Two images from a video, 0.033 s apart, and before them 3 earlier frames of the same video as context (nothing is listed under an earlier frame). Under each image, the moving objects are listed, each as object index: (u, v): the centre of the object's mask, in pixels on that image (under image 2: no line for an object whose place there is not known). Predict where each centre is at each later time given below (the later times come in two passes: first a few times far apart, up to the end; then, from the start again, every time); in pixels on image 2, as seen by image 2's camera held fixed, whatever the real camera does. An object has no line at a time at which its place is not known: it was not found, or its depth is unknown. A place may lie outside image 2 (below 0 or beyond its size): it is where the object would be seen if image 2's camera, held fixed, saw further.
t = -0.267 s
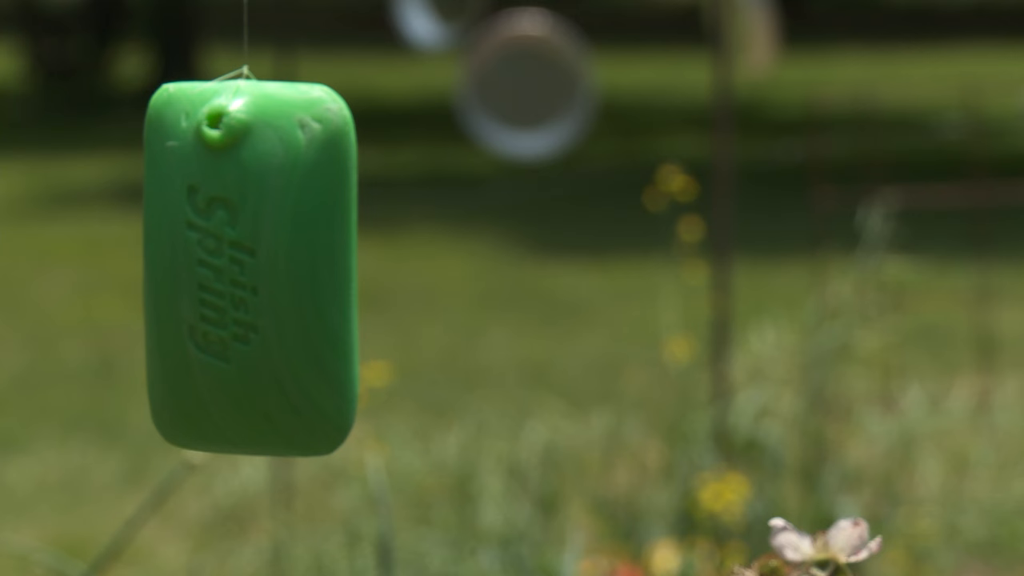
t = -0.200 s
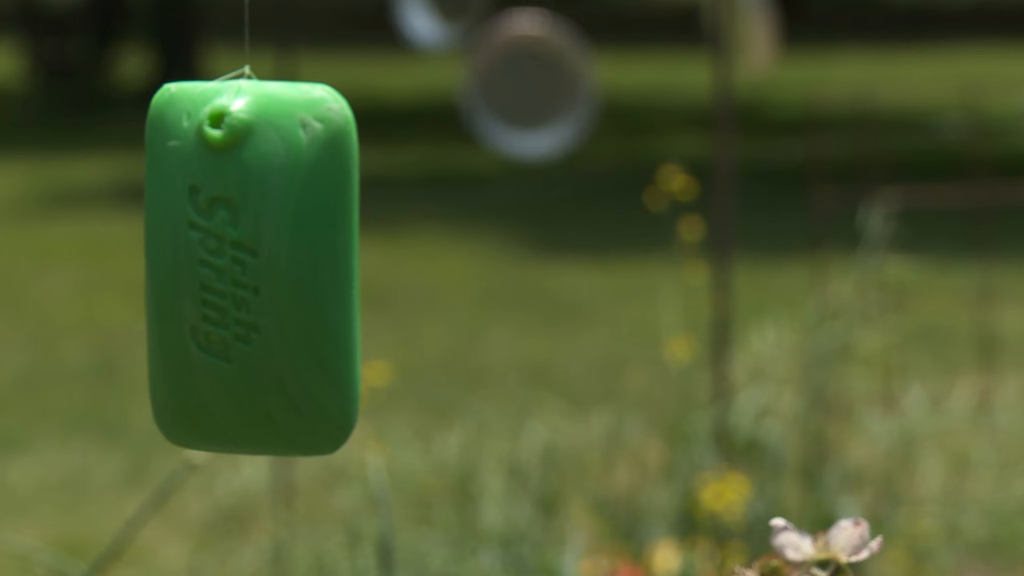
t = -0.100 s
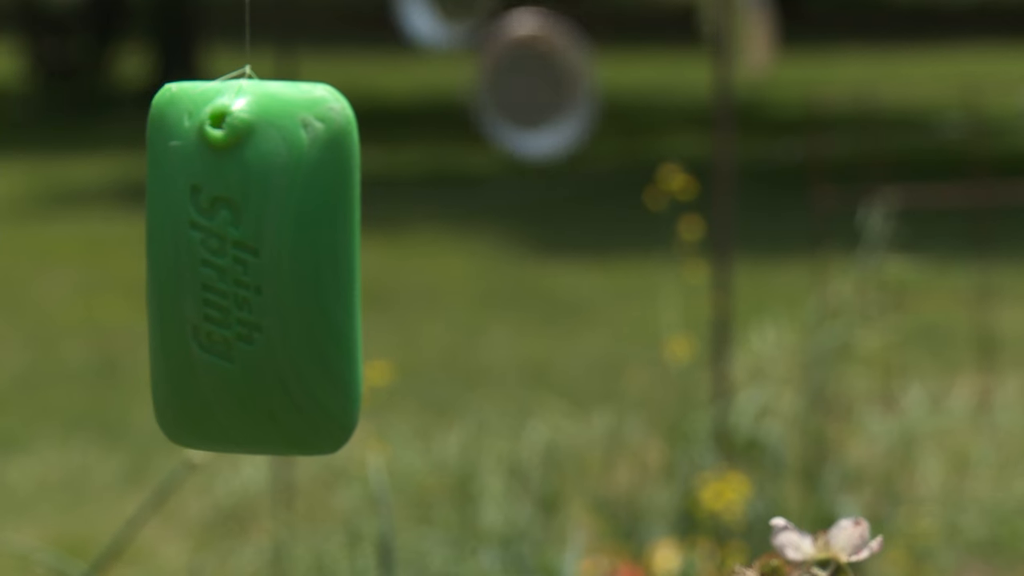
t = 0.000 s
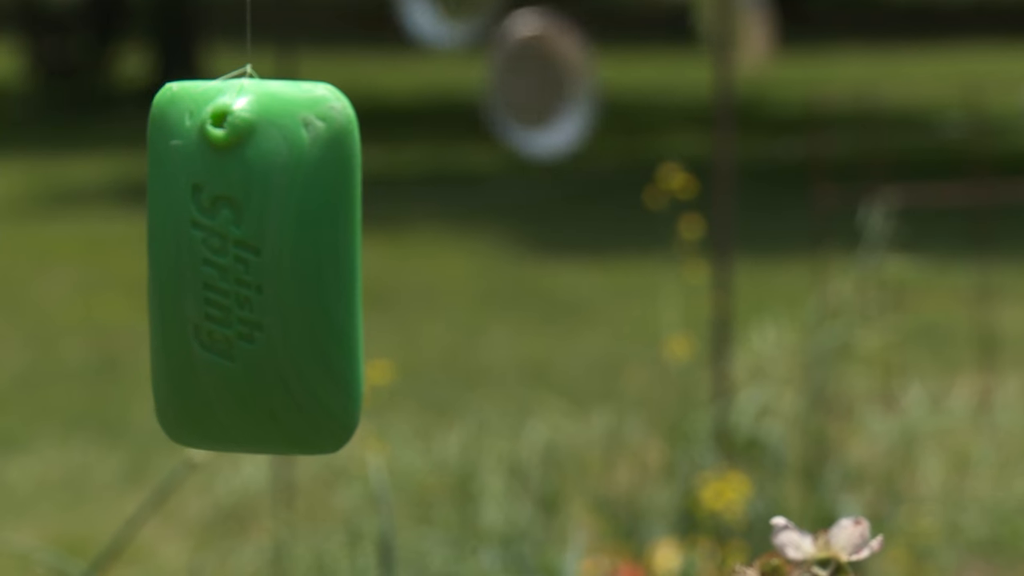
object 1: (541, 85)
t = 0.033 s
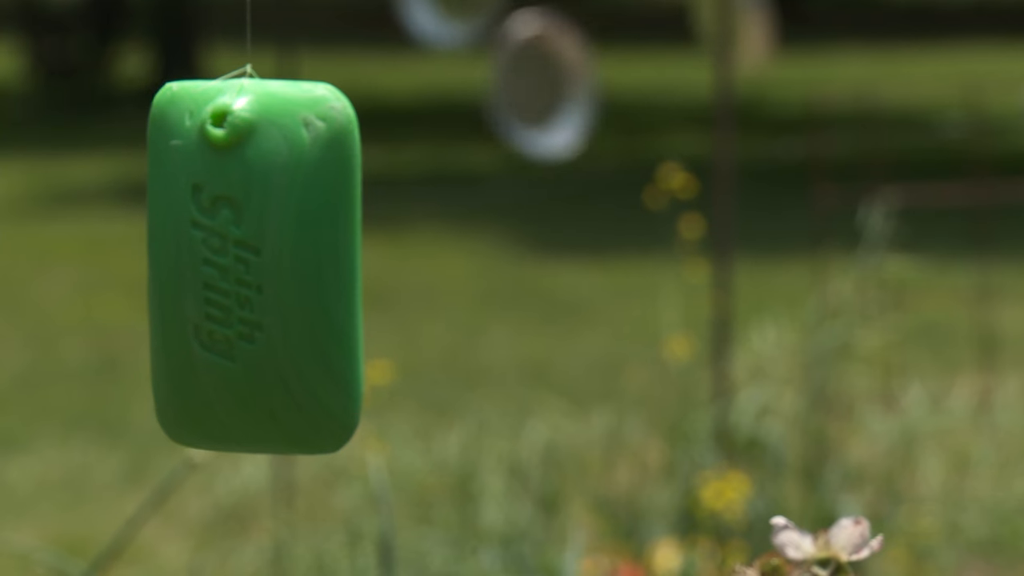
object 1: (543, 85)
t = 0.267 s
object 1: (550, 85)
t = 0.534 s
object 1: (547, 82)
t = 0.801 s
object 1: (549, 80)
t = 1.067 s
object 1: (550, 84)
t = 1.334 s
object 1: (556, 85)
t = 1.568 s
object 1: (563, 86)
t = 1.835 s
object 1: (569, 84)
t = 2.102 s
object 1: (571, 82)
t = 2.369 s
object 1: (561, 90)
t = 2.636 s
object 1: (541, 86)
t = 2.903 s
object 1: (530, 85)
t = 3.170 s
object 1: (530, 86)
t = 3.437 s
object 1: (542, 85)
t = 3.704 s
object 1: (562, 84)
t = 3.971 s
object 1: (581, 84)
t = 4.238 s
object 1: (596, 84)
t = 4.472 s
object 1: (599, 83)
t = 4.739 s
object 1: (593, 84)
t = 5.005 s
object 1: (577, 86)
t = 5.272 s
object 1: (555, 87)
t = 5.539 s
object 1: (536, 87)
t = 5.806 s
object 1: (526, 89)
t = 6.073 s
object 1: (529, 92)
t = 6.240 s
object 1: (535, 90)
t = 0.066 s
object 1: (544, 86)
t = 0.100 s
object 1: (545, 86)
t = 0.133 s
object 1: (547, 86)
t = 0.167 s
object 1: (548, 86)
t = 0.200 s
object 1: (549, 85)
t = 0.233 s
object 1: (549, 85)
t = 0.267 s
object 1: (550, 85)
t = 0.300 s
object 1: (551, 85)
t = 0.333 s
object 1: (550, 84)
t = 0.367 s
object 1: (550, 85)
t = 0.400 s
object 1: (550, 84)
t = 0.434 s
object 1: (550, 83)
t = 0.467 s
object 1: (549, 83)
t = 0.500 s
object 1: (549, 83)
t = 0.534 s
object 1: (547, 82)
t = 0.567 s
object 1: (547, 80)
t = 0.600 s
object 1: (545, 78)
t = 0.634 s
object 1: (546, 78)
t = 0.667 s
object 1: (546, 78)
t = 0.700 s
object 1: (547, 79)
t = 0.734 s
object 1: (548, 80)
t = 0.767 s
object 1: (549, 81)
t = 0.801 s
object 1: (549, 80)
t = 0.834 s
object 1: (548, 81)
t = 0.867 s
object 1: (548, 81)
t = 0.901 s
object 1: (548, 81)
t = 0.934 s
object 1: (548, 82)
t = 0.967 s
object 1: (548, 82)
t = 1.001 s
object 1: (548, 83)
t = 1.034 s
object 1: (548, 84)
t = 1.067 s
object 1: (550, 84)
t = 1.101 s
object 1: (551, 84)
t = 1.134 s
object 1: (551, 85)
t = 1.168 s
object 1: (551, 85)
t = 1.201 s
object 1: (552, 85)
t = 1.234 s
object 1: (554, 85)
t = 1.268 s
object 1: (555, 85)
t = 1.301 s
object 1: (555, 85)
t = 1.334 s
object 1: (556, 85)
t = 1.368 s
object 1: (557, 86)
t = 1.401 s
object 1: (558, 86)
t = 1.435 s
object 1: (559, 86)
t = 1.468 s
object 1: (560, 86)
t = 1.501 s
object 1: (561, 86)
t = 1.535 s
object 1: (562, 86)
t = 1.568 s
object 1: (563, 86)
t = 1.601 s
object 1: (564, 85)
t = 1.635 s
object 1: (564, 85)
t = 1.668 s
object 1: (566, 85)
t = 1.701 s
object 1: (566, 85)
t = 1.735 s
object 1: (567, 84)
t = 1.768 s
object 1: (567, 84)
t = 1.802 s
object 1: (567, 84)
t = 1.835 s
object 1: (569, 84)
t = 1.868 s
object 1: (570, 83)
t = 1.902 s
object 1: (570, 83)
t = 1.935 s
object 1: (571, 83)
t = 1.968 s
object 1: (571, 83)
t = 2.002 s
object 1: (571, 84)
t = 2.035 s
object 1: (571, 83)
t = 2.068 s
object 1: (571, 82)
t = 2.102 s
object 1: (571, 82)
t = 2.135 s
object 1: (571, 82)
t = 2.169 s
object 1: (571, 83)
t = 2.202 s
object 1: (570, 86)
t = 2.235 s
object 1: (569, 88)
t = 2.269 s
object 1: (568, 90)
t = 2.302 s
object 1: (566, 91)
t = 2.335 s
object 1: (564, 92)
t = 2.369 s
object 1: (561, 90)
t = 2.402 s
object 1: (559, 88)
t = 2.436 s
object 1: (556, 89)
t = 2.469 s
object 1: (553, 88)
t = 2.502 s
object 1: (551, 88)
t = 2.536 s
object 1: (549, 87)
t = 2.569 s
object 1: (547, 87)
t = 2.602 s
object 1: (544, 86)
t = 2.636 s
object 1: (541, 86)
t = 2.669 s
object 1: (539, 86)
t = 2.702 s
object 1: (536, 86)
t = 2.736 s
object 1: (534, 85)
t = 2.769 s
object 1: (532, 85)
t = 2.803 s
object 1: (531, 85)
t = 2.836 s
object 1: (530, 85)
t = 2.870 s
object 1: (530, 85)
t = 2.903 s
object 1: (530, 85)
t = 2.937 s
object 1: (529, 84)
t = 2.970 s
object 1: (528, 85)
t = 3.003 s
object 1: (528, 85)
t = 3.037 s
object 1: (529, 86)
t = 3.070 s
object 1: (528, 85)
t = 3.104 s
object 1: (529, 86)
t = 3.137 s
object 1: (530, 86)
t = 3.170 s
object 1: (530, 86)
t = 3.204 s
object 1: (532, 86)
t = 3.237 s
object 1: (533, 86)
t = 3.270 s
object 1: (535, 85)
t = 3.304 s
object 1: (536, 85)
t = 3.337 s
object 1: (538, 86)
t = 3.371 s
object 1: (539, 86)
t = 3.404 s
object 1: (541, 86)
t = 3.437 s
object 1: (542, 85)
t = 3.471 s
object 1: (545, 85)
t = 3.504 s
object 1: (547, 85)
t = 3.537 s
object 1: (550, 85)
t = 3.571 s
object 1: (552, 85)
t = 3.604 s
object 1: (555, 85)
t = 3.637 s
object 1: (557, 84)
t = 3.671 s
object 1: (560, 84)
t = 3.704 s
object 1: (562, 84)
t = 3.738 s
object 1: (565, 84)
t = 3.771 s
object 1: (568, 84)
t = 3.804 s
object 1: (571, 84)
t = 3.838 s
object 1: (574, 84)
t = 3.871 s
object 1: (576, 84)
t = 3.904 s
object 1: (578, 84)
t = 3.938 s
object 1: (579, 84)
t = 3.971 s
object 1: (581, 84)
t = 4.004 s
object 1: (585, 84)
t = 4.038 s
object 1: (588, 84)
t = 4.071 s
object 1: (589, 84)
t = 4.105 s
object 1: (591, 84)
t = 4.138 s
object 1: (592, 84)
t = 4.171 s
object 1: (594, 84)
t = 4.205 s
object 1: (595, 84)
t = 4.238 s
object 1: (596, 84)
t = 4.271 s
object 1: (597, 83)
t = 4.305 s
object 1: (597, 84)
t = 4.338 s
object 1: (598, 83)
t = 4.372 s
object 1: (599, 84)
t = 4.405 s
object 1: (599, 83)
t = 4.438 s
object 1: (599, 83)
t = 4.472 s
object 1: (599, 83)
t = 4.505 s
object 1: (599, 83)
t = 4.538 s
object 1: (599, 83)
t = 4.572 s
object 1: (598, 83)
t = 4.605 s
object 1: (597, 83)
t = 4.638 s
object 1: (597, 83)
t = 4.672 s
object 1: (596, 83)
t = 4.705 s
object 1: (595, 83)
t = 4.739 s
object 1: (593, 84)
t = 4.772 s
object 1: (592, 84)
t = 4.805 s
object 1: (590, 84)
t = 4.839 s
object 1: (588, 85)
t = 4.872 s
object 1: (587, 85)
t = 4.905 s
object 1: (584, 85)
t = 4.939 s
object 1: (582, 86)
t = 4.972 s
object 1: (580, 86)
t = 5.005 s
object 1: (577, 86)
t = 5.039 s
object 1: (575, 87)
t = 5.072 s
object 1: (573, 86)
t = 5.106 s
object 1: (570, 87)
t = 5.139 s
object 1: (568, 87)
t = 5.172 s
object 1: (564, 87)
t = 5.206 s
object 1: (561, 87)
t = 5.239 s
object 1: (558, 87)
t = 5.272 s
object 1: (555, 87)
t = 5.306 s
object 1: (552, 87)
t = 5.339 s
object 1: (549, 87)
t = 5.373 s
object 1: (546, 87)
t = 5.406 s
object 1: (544, 87)
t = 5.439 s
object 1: (541, 87)
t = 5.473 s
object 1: (540, 87)
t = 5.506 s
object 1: (538, 87)
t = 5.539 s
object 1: (536, 87)
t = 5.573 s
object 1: (534, 87)
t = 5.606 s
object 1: (532, 87)
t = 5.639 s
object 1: (531, 87)
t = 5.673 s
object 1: (529, 88)
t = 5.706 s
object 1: (529, 88)
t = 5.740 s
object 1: (527, 88)
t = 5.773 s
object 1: (527, 88)
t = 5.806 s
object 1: (526, 89)
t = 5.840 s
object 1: (526, 90)
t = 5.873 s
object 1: (526, 91)
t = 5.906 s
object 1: (526, 91)
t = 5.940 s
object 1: (527, 91)
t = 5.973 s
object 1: (527, 92)
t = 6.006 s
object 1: (528, 91)
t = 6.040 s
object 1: (528, 91)
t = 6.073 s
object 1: (529, 92)
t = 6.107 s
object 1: (531, 91)
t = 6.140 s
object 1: (531, 91)
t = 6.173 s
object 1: (533, 90)
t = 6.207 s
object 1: (533, 90)
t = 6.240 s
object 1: (535, 90)
